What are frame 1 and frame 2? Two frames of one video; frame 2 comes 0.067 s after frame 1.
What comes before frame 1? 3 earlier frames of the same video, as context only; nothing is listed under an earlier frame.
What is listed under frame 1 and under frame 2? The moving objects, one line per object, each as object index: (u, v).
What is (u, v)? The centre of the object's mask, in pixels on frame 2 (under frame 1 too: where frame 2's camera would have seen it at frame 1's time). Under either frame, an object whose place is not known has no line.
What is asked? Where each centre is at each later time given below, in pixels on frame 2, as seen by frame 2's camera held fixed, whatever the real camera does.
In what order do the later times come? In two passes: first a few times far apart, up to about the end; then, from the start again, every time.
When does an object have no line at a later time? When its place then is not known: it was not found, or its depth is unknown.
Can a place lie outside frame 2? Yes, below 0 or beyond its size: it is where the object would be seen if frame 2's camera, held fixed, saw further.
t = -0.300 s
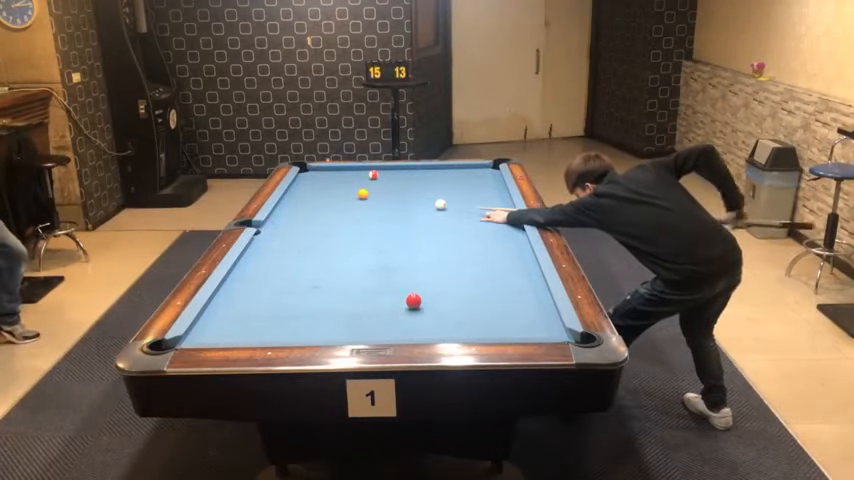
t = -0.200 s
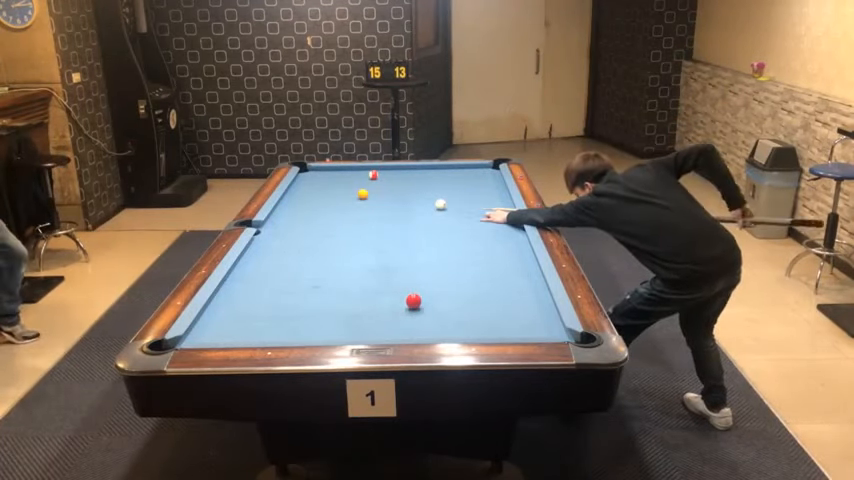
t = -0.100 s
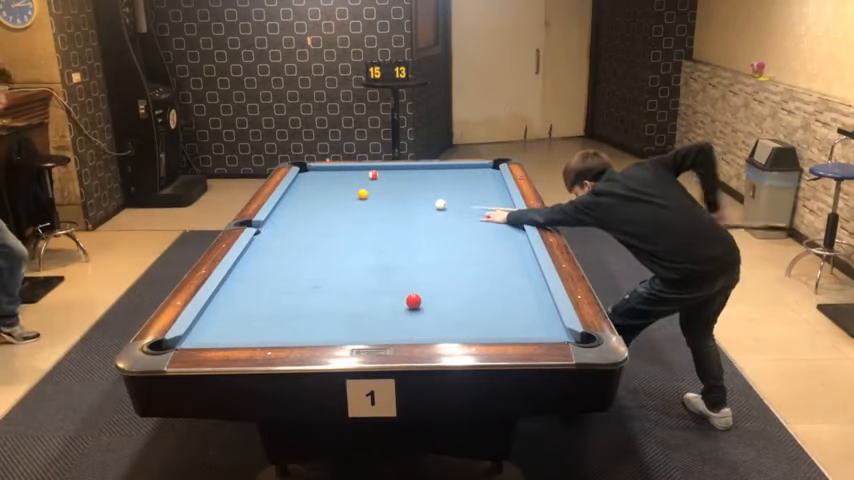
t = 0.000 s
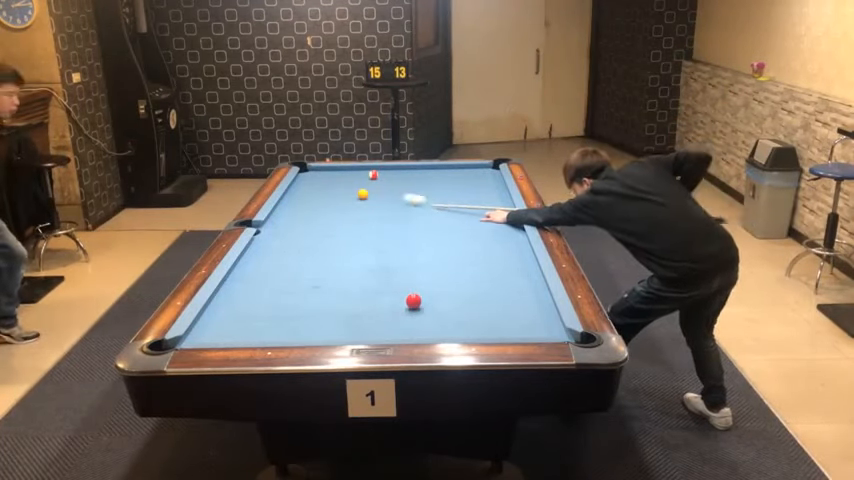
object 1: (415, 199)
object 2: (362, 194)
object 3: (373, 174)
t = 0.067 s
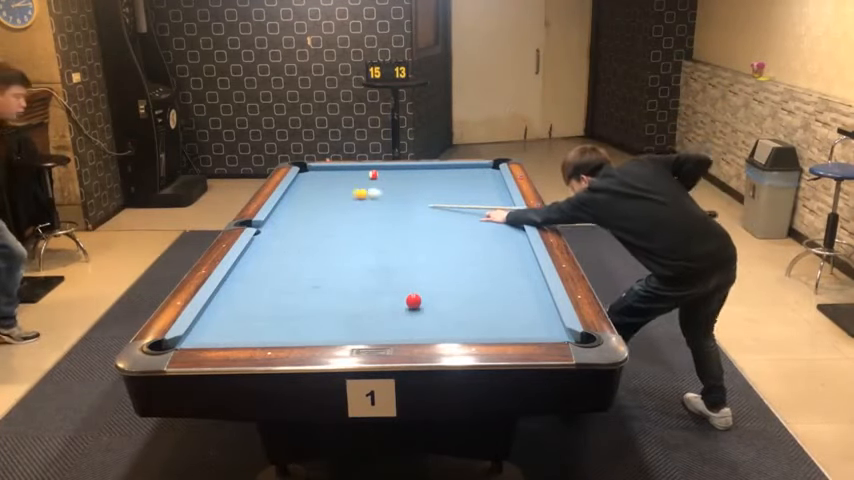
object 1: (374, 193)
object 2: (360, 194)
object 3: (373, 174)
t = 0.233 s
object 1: (368, 179)
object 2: (295, 195)
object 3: (374, 174)
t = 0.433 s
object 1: (347, 171)
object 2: (348, 193)
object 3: (388, 169)
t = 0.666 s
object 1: (331, 170)
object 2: (406, 191)
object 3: (399, 168)
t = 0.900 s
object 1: (322, 173)
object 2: (461, 188)
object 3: (406, 172)
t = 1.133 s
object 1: (312, 177)
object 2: (494, 186)
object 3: (412, 174)
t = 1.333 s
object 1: (304, 180)
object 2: (470, 186)
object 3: (418, 177)
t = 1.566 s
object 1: (295, 184)
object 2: (444, 186)
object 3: (424, 179)
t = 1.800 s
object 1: (295, 186)
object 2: (418, 186)
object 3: (430, 182)
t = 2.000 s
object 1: (296, 188)
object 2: (396, 185)
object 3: (436, 185)
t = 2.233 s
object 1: (298, 191)
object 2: (373, 185)
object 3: (440, 187)
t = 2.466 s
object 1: (300, 192)
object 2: (350, 185)
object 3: (446, 189)
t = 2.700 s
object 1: (301, 195)
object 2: (327, 185)
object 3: (452, 191)
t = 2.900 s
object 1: (303, 196)
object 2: (309, 185)
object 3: (455, 193)
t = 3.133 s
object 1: (304, 198)
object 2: (297, 184)
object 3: (460, 195)
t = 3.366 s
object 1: (306, 199)
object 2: (310, 184)
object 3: (464, 197)
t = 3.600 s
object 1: (306, 200)
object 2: (321, 183)
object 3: (468, 199)
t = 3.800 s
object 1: (307, 202)
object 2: (331, 183)
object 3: (470, 200)
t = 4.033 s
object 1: (308, 203)
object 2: (341, 183)
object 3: (474, 201)
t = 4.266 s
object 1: (308, 204)
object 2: (350, 182)
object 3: (478, 203)
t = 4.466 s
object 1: (309, 204)
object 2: (357, 182)
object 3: (480, 203)
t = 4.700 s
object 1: (309, 204)
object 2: (365, 182)
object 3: (482, 205)
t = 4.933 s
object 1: (309, 204)
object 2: (372, 181)
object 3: (483, 205)
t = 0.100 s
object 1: (372, 190)
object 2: (342, 194)
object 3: (373, 174)
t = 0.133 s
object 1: (371, 187)
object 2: (324, 194)
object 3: (373, 174)
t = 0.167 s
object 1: (370, 184)
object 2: (305, 194)
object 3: (373, 174)
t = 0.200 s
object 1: (369, 181)
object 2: (289, 195)
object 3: (373, 174)
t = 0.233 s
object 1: (368, 179)
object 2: (295, 195)
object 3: (374, 174)
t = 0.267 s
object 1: (367, 177)
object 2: (305, 195)
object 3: (374, 174)
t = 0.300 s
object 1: (363, 175)
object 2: (314, 194)
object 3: (376, 173)
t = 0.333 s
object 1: (359, 175)
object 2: (323, 194)
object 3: (379, 172)
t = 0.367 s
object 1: (355, 173)
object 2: (332, 193)
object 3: (382, 171)
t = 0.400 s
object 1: (351, 172)
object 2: (340, 193)
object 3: (385, 170)
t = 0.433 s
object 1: (347, 171)
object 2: (348, 193)
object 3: (388, 169)
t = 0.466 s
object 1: (344, 170)
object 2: (356, 192)
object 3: (391, 168)
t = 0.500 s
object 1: (340, 169)
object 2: (365, 192)
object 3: (393, 167)
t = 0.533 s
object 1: (337, 168)
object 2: (373, 192)
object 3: (395, 167)
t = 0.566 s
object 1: (335, 168)
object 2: (381, 191)
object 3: (396, 167)
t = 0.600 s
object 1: (333, 169)
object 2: (389, 191)
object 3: (397, 168)
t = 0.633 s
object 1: (332, 169)
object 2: (398, 191)
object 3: (398, 167)
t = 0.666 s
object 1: (331, 170)
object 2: (406, 191)
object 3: (399, 168)
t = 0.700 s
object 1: (329, 170)
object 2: (414, 190)
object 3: (400, 168)
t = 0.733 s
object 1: (328, 171)
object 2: (422, 189)
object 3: (401, 169)
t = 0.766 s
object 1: (327, 171)
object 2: (430, 189)
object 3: (402, 169)
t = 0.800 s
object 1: (326, 172)
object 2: (438, 189)
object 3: (403, 170)
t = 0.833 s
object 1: (325, 172)
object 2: (445, 188)
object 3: (404, 171)
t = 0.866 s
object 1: (323, 173)
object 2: (454, 188)
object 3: (405, 171)
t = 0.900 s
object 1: (322, 173)
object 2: (461, 188)
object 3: (406, 172)
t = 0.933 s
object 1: (320, 174)
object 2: (469, 188)
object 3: (407, 172)
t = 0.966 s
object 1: (319, 175)
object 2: (476, 187)
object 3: (408, 172)
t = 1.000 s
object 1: (318, 175)
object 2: (484, 187)
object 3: (408, 172)
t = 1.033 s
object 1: (316, 175)
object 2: (492, 187)
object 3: (410, 173)
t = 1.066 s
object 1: (315, 176)
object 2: (499, 186)
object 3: (410, 173)
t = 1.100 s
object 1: (314, 176)
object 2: (499, 186)
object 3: (411, 173)
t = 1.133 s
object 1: (312, 177)
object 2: (494, 186)
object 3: (412, 174)
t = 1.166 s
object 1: (311, 177)
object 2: (490, 186)
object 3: (413, 174)
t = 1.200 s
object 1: (309, 178)
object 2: (486, 186)
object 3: (414, 175)
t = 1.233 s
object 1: (308, 178)
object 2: (482, 186)
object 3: (415, 175)
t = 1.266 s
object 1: (307, 179)
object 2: (478, 186)
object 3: (416, 176)
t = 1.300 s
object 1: (306, 179)
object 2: (474, 186)
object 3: (417, 176)
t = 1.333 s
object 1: (304, 180)
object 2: (470, 186)
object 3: (418, 177)
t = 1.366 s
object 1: (303, 181)
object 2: (467, 186)
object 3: (419, 177)
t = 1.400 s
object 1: (302, 181)
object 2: (463, 186)
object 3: (420, 178)
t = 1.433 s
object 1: (300, 182)
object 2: (459, 186)
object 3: (421, 178)
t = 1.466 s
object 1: (299, 182)
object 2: (455, 186)
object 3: (422, 178)
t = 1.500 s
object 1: (298, 183)
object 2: (451, 186)
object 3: (423, 178)
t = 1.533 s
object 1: (297, 184)
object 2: (448, 186)
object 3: (423, 179)
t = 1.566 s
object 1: (295, 184)
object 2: (444, 186)
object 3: (424, 179)
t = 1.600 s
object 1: (294, 185)
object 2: (440, 186)
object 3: (425, 180)
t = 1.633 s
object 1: (295, 185)
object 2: (436, 186)
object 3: (426, 180)
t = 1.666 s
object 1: (295, 185)
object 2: (433, 186)
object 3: (426, 180)
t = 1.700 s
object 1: (295, 186)
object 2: (429, 186)
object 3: (427, 178)
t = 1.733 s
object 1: (295, 186)
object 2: (425, 186)
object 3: (429, 180)
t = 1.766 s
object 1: (295, 186)
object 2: (422, 186)
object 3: (430, 181)
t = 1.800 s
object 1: (295, 186)
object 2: (418, 186)
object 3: (430, 182)
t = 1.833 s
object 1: (296, 187)
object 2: (414, 186)
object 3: (431, 182)
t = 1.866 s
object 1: (296, 187)
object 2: (411, 186)
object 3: (432, 183)
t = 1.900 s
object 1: (296, 187)
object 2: (407, 186)
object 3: (433, 183)
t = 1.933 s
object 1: (296, 188)
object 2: (404, 186)
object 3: (434, 184)
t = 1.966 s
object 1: (296, 188)
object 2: (400, 185)
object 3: (435, 184)
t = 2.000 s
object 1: (296, 188)
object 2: (396, 185)
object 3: (436, 185)
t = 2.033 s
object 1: (296, 189)
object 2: (393, 186)
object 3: (436, 185)
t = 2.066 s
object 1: (297, 189)
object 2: (390, 185)
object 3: (438, 185)
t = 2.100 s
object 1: (297, 189)
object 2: (386, 185)
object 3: (438, 186)
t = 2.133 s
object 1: (297, 189)
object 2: (383, 185)
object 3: (439, 186)
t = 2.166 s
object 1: (297, 190)
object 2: (379, 185)
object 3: (440, 186)
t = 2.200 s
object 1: (298, 190)
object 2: (376, 185)
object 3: (440, 187)
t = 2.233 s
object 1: (298, 191)
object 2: (373, 185)
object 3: (440, 187)
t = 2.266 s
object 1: (298, 191)
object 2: (369, 185)
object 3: (442, 187)
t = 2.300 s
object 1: (298, 191)
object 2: (366, 185)
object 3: (442, 188)
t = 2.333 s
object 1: (299, 191)
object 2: (363, 185)
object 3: (443, 188)
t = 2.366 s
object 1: (299, 192)
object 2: (360, 185)
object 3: (444, 188)
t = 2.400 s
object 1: (299, 192)
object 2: (356, 185)
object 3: (445, 188)
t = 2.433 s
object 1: (299, 192)
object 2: (353, 185)
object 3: (445, 189)
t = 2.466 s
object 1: (300, 192)
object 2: (350, 185)
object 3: (446, 189)
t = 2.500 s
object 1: (300, 193)
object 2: (346, 185)
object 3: (447, 190)
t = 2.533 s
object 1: (300, 193)
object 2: (343, 185)
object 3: (448, 190)
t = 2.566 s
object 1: (301, 193)
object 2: (340, 185)
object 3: (449, 190)
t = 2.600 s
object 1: (301, 194)
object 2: (337, 185)
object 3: (450, 191)
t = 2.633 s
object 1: (301, 194)
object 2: (334, 185)
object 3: (450, 191)
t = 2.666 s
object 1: (301, 194)
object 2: (330, 185)
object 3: (451, 192)
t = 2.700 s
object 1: (301, 195)
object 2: (327, 185)
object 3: (452, 191)
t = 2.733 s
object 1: (302, 195)
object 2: (324, 185)
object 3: (452, 192)
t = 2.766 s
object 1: (302, 195)
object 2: (321, 185)
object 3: (453, 192)
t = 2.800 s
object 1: (302, 195)
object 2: (318, 185)
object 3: (453, 193)
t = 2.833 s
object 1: (302, 196)
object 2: (315, 185)
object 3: (454, 193)
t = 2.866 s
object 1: (302, 196)
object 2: (312, 185)
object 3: (455, 193)
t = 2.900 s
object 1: (303, 196)
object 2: (309, 185)
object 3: (455, 193)
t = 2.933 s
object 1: (303, 197)
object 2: (306, 184)
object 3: (456, 194)
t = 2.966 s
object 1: (303, 197)
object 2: (303, 184)
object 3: (457, 194)
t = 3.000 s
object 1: (304, 197)
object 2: (300, 185)
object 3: (457, 194)
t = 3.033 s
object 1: (304, 197)
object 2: (297, 184)
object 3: (458, 195)
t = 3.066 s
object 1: (304, 198)
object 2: (295, 184)
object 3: (459, 195)
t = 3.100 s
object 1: (304, 198)
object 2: (295, 184)
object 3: (459, 195)
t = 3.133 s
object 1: (304, 198)
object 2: (297, 184)
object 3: (460, 195)
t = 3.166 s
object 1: (305, 198)
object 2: (298, 184)
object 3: (460, 195)
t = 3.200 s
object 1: (305, 199)
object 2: (301, 184)
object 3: (461, 196)
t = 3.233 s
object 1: (305, 199)
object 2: (302, 184)
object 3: (462, 197)
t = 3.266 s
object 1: (305, 199)
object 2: (304, 184)
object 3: (462, 197)
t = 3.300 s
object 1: (305, 199)
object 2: (306, 184)
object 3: (463, 197)
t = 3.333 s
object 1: (305, 199)
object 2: (308, 184)
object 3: (463, 197)
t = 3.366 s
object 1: (306, 199)
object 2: (310, 184)
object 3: (464, 197)
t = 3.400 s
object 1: (306, 200)
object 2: (311, 184)
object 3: (464, 198)
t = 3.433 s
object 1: (306, 200)
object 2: (313, 184)
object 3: (465, 198)
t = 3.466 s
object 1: (306, 200)
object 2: (315, 184)
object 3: (466, 198)
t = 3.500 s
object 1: (306, 200)
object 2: (316, 184)
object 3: (466, 198)
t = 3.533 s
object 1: (306, 200)
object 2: (318, 183)
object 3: (466, 199)
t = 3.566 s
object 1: (306, 201)
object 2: (320, 183)
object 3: (467, 199)
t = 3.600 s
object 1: (306, 200)
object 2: (321, 183)
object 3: (468, 199)
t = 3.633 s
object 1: (307, 201)
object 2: (323, 183)
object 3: (468, 199)
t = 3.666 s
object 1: (307, 201)
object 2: (324, 183)
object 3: (469, 199)
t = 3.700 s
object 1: (307, 202)
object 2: (326, 183)
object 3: (469, 200)
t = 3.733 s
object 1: (307, 202)
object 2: (327, 183)
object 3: (469, 200)
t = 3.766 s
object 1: (307, 202)
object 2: (329, 183)
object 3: (470, 200)
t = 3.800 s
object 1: (307, 202)
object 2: (331, 183)
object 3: (470, 200)
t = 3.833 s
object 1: (307, 202)
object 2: (332, 183)
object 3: (471, 200)
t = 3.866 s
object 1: (307, 202)
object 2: (333, 183)
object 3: (471, 201)
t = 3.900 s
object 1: (307, 202)
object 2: (335, 183)
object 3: (472, 201)
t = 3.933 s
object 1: (308, 203)
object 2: (336, 183)
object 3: (473, 201)
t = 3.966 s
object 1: (308, 203)
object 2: (338, 183)
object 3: (473, 201)
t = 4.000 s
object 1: (308, 203)
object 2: (339, 183)
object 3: (474, 201)
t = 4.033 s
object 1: (308, 203)
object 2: (341, 183)
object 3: (474, 201)
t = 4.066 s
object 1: (308, 203)
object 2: (342, 183)
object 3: (474, 202)
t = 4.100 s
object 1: (308, 203)
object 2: (343, 183)
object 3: (475, 202)
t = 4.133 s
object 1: (308, 203)
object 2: (345, 183)
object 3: (476, 202)
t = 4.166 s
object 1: (308, 203)
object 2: (346, 182)
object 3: (476, 202)
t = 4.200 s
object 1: (308, 203)
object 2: (347, 182)
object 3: (477, 203)
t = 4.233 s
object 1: (308, 203)
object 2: (349, 182)
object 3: (477, 203)
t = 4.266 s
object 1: (308, 204)
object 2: (350, 182)
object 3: (478, 203)
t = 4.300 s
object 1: (308, 204)
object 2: (350, 182)
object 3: (478, 203)
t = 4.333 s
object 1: (308, 204)
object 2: (352, 182)
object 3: (478, 203)
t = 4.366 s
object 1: (308, 204)
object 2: (353, 182)
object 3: (479, 203)
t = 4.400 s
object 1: (309, 204)
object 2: (355, 182)
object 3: (479, 204)
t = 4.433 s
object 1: (309, 204)
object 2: (356, 182)
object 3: (480, 204)
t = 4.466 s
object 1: (309, 204)
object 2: (357, 182)
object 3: (480, 203)
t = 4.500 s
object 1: (309, 204)
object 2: (358, 182)
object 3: (480, 204)
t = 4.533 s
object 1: (309, 204)
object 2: (359, 182)
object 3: (480, 204)
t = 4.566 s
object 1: (309, 204)
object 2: (361, 182)
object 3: (481, 204)
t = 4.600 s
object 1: (309, 204)
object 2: (362, 182)
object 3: (481, 204)
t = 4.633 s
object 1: (309, 204)
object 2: (362, 182)
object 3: (481, 205)
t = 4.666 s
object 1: (309, 204)
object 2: (363, 182)
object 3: (482, 205)
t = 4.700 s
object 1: (309, 204)
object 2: (365, 182)
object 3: (482, 205)
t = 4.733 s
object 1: (309, 204)
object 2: (366, 181)
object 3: (482, 205)
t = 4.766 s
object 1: (309, 204)
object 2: (367, 181)
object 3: (482, 205)
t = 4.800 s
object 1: (309, 204)
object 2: (368, 182)
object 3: (483, 205)
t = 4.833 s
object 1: (309, 204)
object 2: (368, 182)
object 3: (483, 205)
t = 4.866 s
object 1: (309, 204)
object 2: (370, 181)
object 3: (483, 205)
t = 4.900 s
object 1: (309, 205)
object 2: (371, 182)
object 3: (483, 205)
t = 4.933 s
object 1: (309, 204)
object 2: (372, 181)
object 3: (483, 205)
